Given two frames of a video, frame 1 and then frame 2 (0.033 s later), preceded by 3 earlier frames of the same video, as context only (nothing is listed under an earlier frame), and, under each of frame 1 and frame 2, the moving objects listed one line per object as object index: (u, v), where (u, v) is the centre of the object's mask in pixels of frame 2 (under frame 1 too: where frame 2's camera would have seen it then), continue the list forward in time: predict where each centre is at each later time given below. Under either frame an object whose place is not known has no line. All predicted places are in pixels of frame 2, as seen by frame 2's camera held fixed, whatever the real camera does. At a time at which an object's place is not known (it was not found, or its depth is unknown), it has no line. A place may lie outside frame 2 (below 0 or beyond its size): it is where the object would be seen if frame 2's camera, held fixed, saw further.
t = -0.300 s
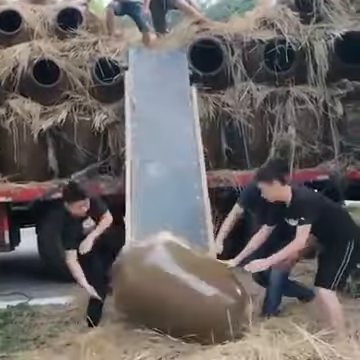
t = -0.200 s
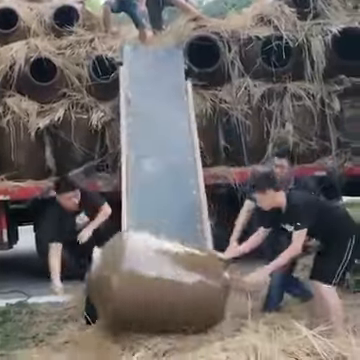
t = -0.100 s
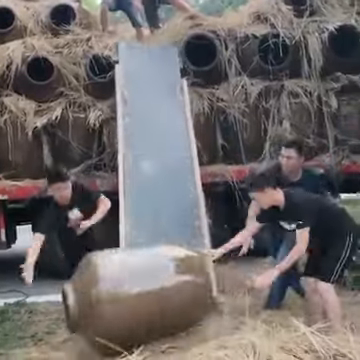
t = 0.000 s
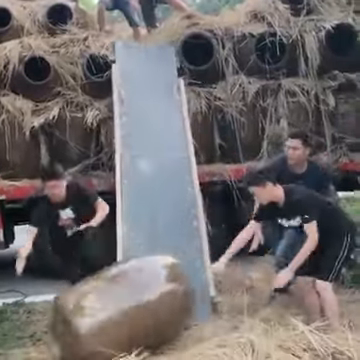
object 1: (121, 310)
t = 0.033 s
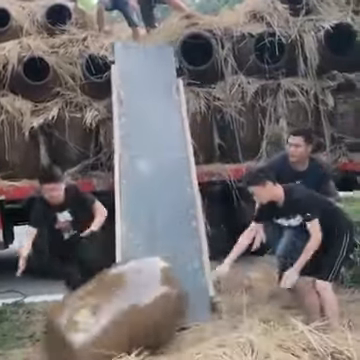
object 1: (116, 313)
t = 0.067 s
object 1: (112, 315)
